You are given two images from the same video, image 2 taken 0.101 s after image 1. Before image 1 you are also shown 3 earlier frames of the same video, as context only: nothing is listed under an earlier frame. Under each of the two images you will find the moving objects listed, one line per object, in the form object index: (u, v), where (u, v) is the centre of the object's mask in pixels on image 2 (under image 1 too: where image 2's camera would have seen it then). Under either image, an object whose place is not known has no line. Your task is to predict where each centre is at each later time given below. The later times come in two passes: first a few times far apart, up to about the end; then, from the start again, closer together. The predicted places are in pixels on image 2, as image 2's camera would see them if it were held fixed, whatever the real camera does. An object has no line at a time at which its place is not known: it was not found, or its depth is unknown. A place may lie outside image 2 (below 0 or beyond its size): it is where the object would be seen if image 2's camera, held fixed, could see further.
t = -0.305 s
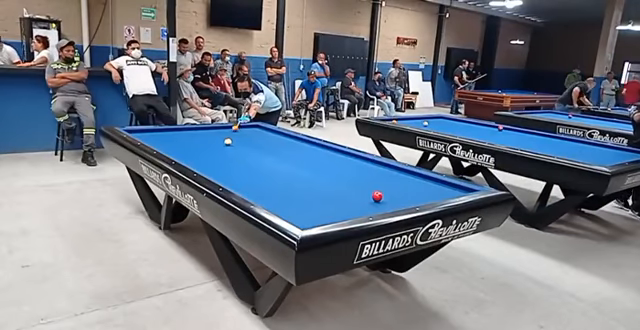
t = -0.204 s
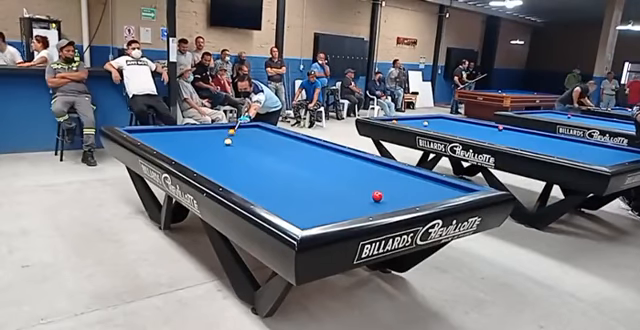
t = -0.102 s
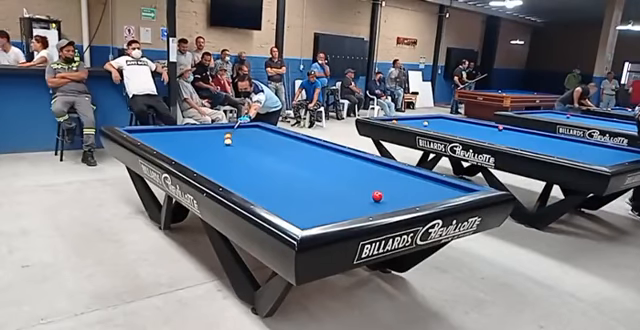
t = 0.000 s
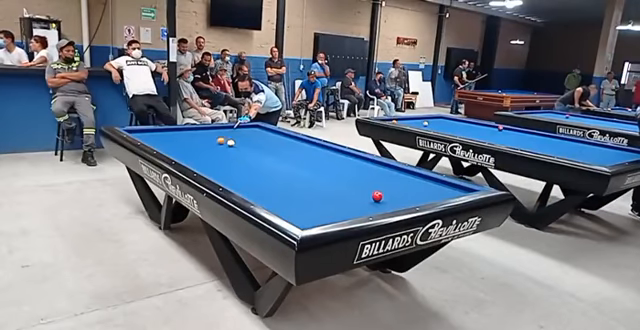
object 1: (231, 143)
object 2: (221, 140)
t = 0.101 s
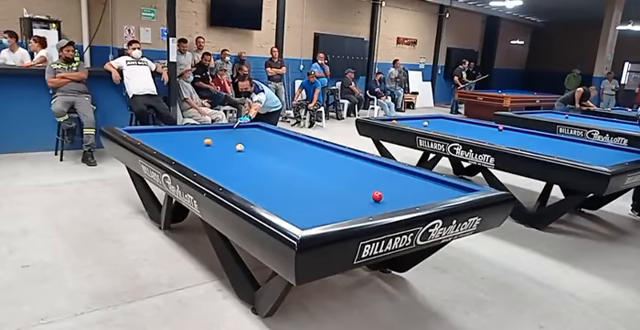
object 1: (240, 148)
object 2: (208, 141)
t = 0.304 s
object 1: (256, 155)
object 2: (182, 145)
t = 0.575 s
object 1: (279, 166)
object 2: (181, 150)
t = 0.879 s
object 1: (309, 181)
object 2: (220, 152)
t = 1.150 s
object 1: (342, 197)
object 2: (252, 155)
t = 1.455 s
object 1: (358, 206)
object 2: (288, 158)
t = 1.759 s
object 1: (325, 195)
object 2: (323, 161)
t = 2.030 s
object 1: (300, 187)
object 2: (354, 164)
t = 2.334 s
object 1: (276, 179)
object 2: (389, 166)
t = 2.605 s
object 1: (256, 173)
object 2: (396, 170)
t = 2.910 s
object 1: (235, 167)
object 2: (399, 175)
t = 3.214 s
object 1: (217, 161)
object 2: (402, 180)
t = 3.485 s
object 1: (203, 156)
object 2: (405, 185)
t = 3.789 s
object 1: (187, 151)
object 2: (407, 191)
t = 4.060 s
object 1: (175, 147)
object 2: (410, 196)
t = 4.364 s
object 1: (162, 143)
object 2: (413, 200)
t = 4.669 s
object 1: (150, 139)
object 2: (401, 201)
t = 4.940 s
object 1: (141, 136)
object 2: (389, 201)
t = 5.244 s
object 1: (132, 132)
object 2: (378, 199)
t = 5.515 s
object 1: (129, 130)
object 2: (368, 198)
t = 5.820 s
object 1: (134, 132)
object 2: (358, 198)
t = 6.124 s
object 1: (139, 133)
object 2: (348, 197)
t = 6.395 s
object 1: (144, 135)
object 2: (340, 196)
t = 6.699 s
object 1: (149, 136)
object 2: (332, 195)
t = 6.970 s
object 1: (153, 137)
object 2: (326, 195)
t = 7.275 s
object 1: (157, 139)
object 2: (320, 194)
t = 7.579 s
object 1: (162, 139)
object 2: (314, 193)
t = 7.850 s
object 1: (165, 141)
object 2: (309, 193)
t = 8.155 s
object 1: (169, 142)
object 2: (305, 192)
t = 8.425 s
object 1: (173, 143)
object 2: (302, 192)
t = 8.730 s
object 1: (176, 145)
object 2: (299, 192)
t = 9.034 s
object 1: (180, 145)
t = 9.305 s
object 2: (296, 192)
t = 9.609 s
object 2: (296, 192)
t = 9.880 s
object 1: (187, 148)
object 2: (296, 192)
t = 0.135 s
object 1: (243, 149)
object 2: (203, 141)
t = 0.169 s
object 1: (245, 150)
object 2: (199, 142)
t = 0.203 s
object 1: (248, 151)
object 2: (195, 143)
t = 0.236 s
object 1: (251, 153)
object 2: (190, 143)
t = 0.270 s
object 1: (254, 154)
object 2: (186, 144)
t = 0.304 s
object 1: (256, 155)
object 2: (182, 145)
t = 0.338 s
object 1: (259, 157)
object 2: (178, 146)
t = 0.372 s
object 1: (262, 158)
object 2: (173, 147)
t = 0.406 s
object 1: (264, 159)
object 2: (169, 147)
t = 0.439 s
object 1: (267, 161)
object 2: (164, 148)
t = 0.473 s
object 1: (270, 162)
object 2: (165, 148)
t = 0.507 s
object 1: (273, 164)
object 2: (171, 149)
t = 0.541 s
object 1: (276, 165)
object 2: (176, 149)
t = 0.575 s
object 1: (279, 166)
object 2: (181, 150)
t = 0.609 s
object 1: (282, 168)
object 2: (186, 150)
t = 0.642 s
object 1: (285, 170)
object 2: (191, 150)
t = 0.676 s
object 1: (289, 171)
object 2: (195, 151)
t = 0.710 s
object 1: (292, 173)
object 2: (199, 151)
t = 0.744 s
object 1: (295, 174)
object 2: (203, 151)
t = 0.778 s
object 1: (299, 176)
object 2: (207, 152)
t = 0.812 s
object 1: (302, 178)
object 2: (211, 152)
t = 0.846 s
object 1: (306, 179)
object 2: (215, 152)
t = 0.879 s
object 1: (309, 181)
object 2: (220, 152)
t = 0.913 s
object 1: (313, 183)
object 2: (223, 153)
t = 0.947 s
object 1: (317, 185)
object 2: (228, 153)
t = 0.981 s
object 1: (321, 186)
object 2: (232, 154)
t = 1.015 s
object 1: (325, 189)
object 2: (236, 154)
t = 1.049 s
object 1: (329, 190)
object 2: (240, 154)
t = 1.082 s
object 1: (334, 192)
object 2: (244, 154)
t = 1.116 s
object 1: (338, 194)
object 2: (248, 155)
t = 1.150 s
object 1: (342, 197)
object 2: (252, 155)
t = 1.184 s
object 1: (346, 199)
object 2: (256, 155)
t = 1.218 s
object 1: (351, 201)
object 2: (260, 156)
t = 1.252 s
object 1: (356, 203)
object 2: (264, 156)
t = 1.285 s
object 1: (361, 206)
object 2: (268, 157)
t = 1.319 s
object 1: (366, 208)
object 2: (272, 157)
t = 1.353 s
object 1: (371, 209)
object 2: (276, 157)
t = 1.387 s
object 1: (369, 208)
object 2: (280, 157)
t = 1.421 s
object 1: (363, 208)
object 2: (284, 158)
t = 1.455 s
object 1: (358, 206)
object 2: (288, 158)
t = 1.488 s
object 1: (353, 204)
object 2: (292, 158)
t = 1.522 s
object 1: (349, 203)
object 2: (296, 159)
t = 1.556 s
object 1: (345, 202)
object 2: (300, 159)
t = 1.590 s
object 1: (341, 201)
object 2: (303, 160)
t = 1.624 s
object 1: (338, 199)
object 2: (307, 160)
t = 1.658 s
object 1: (335, 198)
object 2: (311, 160)
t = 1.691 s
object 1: (331, 198)
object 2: (315, 161)
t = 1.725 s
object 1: (328, 197)
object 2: (319, 161)
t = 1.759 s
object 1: (325, 195)
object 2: (323, 161)
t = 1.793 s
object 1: (322, 194)
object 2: (327, 161)
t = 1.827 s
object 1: (318, 193)
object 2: (331, 162)
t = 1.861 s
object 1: (315, 192)
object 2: (335, 162)
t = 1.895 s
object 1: (312, 191)
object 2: (339, 162)
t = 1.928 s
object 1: (309, 190)
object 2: (343, 163)
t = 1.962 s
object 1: (306, 189)
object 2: (347, 163)
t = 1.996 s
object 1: (303, 188)
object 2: (350, 164)
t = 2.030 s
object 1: (300, 187)
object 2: (354, 164)
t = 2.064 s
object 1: (297, 186)
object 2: (358, 164)
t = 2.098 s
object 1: (295, 185)
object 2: (362, 165)
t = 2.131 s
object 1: (292, 185)
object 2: (366, 165)
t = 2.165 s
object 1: (289, 184)
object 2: (370, 165)
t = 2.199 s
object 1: (287, 183)
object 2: (374, 165)
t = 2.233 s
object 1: (284, 182)
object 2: (378, 166)
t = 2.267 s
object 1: (281, 181)
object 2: (382, 166)
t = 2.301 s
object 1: (278, 180)
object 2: (385, 166)
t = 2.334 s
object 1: (276, 179)
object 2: (389, 166)
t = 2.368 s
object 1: (273, 178)
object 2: (393, 167)
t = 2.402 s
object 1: (270, 178)
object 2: (396, 167)
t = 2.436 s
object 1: (268, 177)
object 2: (396, 168)
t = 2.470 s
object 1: (265, 176)
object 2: (396, 168)
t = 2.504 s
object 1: (263, 175)
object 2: (396, 168)
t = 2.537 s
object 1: (261, 175)
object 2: (396, 169)
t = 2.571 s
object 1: (258, 174)
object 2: (396, 170)
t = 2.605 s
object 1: (256, 173)
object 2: (396, 170)
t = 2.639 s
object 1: (254, 172)
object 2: (397, 171)
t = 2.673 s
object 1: (251, 172)
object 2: (397, 171)
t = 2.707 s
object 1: (249, 171)
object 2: (397, 172)
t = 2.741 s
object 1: (247, 170)
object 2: (398, 173)
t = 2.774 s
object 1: (244, 169)
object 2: (398, 173)
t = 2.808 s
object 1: (242, 169)
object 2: (398, 174)
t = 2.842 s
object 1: (240, 168)
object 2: (399, 174)
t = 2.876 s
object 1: (238, 167)
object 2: (399, 175)
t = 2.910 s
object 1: (235, 167)
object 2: (399, 175)
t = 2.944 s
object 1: (233, 166)
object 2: (400, 176)
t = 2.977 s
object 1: (231, 165)
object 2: (400, 176)
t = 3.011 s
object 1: (229, 165)
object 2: (400, 177)
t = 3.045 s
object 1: (227, 164)
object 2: (401, 177)
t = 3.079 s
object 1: (225, 163)
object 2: (401, 178)
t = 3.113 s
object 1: (223, 163)
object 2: (401, 179)
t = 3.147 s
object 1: (221, 162)
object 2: (401, 179)
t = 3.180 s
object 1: (219, 161)
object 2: (402, 180)
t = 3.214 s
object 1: (217, 161)
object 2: (402, 180)
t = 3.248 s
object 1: (215, 160)
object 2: (402, 181)
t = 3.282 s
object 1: (214, 160)
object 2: (403, 182)
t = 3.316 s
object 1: (212, 159)
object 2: (403, 182)
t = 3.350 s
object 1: (210, 158)
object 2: (403, 183)
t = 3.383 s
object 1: (208, 158)
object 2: (404, 184)
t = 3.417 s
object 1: (206, 157)
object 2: (404, 184)
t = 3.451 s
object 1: (204, 156)
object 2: (404, 185)
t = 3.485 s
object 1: (203, 156)
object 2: (405, 185)
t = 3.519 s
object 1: (201, 155)
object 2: (405, 186)
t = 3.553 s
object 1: (199, 155)
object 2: (405, 187)
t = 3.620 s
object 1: (196, 154)
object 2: (406, 188)
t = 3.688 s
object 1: (192, 152)
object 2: (406, 189)
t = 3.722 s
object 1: (191, 152)
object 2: (407, 190)
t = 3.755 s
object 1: (189, 152)
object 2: (407, 190)
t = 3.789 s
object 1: (187, 151)
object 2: (407, 191)
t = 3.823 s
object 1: (186, 151)
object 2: (408, 192)
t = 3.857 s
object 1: (184, 150)
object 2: (408, 192)
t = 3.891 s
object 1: (183, 150)
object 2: (408, 193)
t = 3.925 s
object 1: (181, 149)
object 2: (409, 193)
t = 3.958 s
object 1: (180, 149)
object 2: (409, 194)
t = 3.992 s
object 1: (178, 148)
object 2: (409, 195)
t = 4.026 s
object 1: (176, 147)
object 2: (410, 196)
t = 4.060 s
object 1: (175, 147)
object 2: (410, 196)
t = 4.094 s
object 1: (173, 147)
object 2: (410, 197)
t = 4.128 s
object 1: (172, 146)
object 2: (410, 198)
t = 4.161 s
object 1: (170, 146)
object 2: (411, 198)
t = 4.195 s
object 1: (169, 145)
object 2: (411, 199)
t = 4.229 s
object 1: (168, 145)
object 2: (411, 199)
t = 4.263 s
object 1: (166, 144)
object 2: (412, 200)
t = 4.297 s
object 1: (165, 144)
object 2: (412, 200)
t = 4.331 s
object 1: (163, 143)
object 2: (412, 200)
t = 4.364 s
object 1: (162, 143)
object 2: (413, 200)
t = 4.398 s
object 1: (161, 142)
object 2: (412, 201)
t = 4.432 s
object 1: (159, 142)
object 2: (411, 201)
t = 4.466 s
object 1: (158, 142)
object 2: (409, 201)
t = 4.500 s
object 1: (157, 141)
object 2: (407, 201)
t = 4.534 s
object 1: (155, 141)
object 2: (406, 201)
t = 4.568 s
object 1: (154, 140)
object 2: (405, 201)
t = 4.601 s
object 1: (153, 140)
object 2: (403, 201)
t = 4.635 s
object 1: (152, 140)
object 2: (402, 201)
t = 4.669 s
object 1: (150, 139)
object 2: (401, 201)
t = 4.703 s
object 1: (149, 139)
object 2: (399, 201)
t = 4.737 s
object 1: (148, 139)
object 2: (398, 201)
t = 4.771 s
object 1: (147, 138)
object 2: (396, 201)
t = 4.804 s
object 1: (146, 138)
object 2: (395, 201)
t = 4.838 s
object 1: (144, 137)
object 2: (394, 201)
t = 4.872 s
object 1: (143, 137)
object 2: (392, 201)
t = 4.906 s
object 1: (142, 137)
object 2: (391, 201)
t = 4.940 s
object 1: (141, 136)
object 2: (389, 201)
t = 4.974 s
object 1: (140, 136)
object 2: (388, 200)
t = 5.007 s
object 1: (138, 135)
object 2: (387, 200)
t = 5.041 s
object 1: (137, 135)
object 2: (386, 200)
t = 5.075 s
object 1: (136, 134)
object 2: (384, 200)
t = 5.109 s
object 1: (135, 134)
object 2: (383, 200)
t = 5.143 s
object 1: (134, 133)
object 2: (382, 200)
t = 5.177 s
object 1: (133, 133)
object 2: (381, 200)
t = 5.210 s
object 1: (132, 133)
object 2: (380, 199)
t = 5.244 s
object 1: (132, 132)
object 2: (378, 199)
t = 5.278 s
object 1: (131, 132)
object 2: (377, 199)
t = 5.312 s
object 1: (131, 131)
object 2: (376, 199)
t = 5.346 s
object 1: (131, 131)
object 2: (375, 199)
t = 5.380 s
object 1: (130, 131)
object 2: (374, 199)
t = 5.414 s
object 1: (130, 131)
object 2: (372, 199)
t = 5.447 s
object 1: (130, 131)
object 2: (370, 199)
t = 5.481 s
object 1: (129, 130)
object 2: (369, 199)
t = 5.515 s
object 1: (129, 130)
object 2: (368, 198)
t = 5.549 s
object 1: (129, 130)
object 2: (367, 199)
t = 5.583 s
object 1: (130, 130)
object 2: (366, 199)
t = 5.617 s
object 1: (130, 130)
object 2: (365, 198)
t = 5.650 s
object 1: (131, 131)
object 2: (363, 198)
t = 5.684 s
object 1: (132, 131)
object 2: (362, 198)
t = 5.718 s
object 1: (132, 131)
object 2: (361, 198)
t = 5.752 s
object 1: (133, 131)
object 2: (360, 198)
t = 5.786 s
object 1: (133, 131)
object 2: (359, 198)
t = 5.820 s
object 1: (134, 132)
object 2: (358, 198)
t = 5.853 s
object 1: (134, 132)
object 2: (357, 197)
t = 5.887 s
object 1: (135, 132)
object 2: (356, 197)
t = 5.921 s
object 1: (136, 132)
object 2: (354, 197)
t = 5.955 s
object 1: (136, 132)
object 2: (353, 197)
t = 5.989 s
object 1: (137, 132)
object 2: (352, 197)
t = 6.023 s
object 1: (138, 133)
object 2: (351, 197)
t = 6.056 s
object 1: (138, 133)
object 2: (350, 197)
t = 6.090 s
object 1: (139, 133)
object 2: (349, 197)
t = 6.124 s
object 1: (139, 133)
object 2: (348, 197)
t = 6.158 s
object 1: (140, 133)
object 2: (347, 197)
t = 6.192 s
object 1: (140, 133)
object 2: (346, 197)
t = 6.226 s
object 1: (141, 134)
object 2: (345, 197)
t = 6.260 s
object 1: (141, 134)
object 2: (344, 197)
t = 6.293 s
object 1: (142, 134)
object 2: (343, 196)
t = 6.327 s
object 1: (143, 134)
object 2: (342, 196)
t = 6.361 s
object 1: (143, 135)
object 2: (341, 196)
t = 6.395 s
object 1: (144, 135)
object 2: (340, 196)
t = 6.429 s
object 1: (144, 135)
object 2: (340, 196)
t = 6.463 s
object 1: (145, 135)
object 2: (338, 196)
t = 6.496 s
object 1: (145, 135)
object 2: (337, 196)
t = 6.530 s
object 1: (146, 135)
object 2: (337, 196)
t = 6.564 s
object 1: (147, 135)
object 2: (336, 196)
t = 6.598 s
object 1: (147, 136)
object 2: (335, 196)
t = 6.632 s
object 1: (148, 136)
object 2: (334, 196)
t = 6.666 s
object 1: (148, 136)
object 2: (333, 195)
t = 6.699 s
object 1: (149, 136)
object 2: (332, 195)
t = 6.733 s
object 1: (149, 136)
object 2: (331, 195)
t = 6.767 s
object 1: (150, 137)
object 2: (331, 195)
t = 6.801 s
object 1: (150, 136)
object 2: (330, 195)
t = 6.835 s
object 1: (151, 137)
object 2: (329, 195)
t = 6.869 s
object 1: (151, 137)
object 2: (329, 195)
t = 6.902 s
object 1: (152, 137)
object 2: (328, 195)
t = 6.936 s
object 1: (152, 137)
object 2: (327, 195)
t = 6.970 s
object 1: (153, 137)
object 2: (326, 195)
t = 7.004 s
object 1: (153, 137)
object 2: (325, 194)
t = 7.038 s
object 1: (154, 137)
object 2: (325, 194)
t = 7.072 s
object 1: (154, 137)
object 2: (324, 194)
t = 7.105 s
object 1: (155, 138)
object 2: (323, 194)
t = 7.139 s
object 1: (155, 138)
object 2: (322, 194)
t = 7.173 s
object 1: (156, 138)
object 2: (322, 194)
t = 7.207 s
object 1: (156, 139)
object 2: (321, 194)
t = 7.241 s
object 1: (157, 138)
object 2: (320, 194)
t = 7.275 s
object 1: (157, 139)
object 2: (320, 194)
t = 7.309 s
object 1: (158, 139)
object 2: (319, 194)
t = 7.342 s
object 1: (159, 139)
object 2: (318, 194)
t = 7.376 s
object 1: (159, 139)
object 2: (317, 194)
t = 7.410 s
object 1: (159, 139)
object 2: (317, 194)
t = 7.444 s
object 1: (160, 139)
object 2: (316, 194)
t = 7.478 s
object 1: (161, 139)
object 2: (315, 194)
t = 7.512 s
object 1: (161, 140)
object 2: (315, 193)
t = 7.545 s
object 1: (162, 139)
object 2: (314, 193)
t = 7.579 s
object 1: (162, 139)
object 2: (314, 193)
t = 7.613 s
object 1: (162, 140)
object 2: (313, 194)
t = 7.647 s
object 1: (163, 140)
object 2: (312, 193)
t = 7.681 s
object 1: (164, 140)
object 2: (312, 193)
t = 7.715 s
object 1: (164, 140)
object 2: (311, 193)
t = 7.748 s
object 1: (164, 141)
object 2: (311, 193)
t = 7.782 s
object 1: (165, 141)
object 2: (310, 193)
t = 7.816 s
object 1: (165, 141)
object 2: (310, 193)
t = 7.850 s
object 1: (165, 141)
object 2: (309, 193)
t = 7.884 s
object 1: (166, 141)
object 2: (309, 193)
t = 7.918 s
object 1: (166, 141)
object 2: (308, 193)
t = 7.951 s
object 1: (167, 141)
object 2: (308, 193)
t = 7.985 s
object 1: (167, 142)
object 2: (307, 193)
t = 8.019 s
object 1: (168, 142)
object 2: (307, 193)
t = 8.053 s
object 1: (168, 142)
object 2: (306, 193)
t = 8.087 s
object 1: (168, 142)
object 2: (306, 193)
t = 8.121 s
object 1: (169, 142)
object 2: (305, 192)
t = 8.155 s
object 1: (169, 142)
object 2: (305, 192)
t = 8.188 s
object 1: (170, 142)
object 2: (304, 193)
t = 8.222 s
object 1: (170, 143)
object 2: (304, 192)
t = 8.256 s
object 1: (170, 143)
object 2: (304, 192)
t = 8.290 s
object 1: (171, 143)
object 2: (303, 192)
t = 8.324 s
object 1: (172, 143)
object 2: (303, 192)
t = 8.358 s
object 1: (172, 143)
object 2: (302, 192)
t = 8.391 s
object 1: (173, 143)
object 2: (302, 192)
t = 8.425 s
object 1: (173, 143)
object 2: (302, 192)
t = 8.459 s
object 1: (173, 144)
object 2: (302, 192)
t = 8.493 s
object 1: (174, 144)
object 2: (301, 192)
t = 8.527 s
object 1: (174, 144)
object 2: (301, 192)
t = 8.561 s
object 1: (174, 144)
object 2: (301, 192)
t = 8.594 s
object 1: (175, 144)
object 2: (300, 192)
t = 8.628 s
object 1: (175, 144)
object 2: (300, 192)
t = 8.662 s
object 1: (176, 144)
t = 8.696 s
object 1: (176, 144)
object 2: (299, 192)
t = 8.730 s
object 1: (176, 145)
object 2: (299, 192)
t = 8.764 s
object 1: (177, 145)
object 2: (298, 192)
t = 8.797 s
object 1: (177, 145)
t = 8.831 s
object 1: (178, 145)
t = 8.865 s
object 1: (178, 145)
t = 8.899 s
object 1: (178, 145)
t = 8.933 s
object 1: (179, 145)
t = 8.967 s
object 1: (179, 145)
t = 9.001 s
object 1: (180, 145)
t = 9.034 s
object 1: (180, 145)
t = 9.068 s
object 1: (180, 145)
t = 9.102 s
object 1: (180, 146)
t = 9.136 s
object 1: (180, 146)
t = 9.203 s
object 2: (297, 192)
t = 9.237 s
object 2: (297, 192)
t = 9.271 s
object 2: (296, 192)
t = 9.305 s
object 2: (296, 192)
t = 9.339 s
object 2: (296, 192)
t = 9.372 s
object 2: (296, 192)
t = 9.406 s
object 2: (296, 192)
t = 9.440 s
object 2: (296, 192)
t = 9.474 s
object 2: (296, 192)
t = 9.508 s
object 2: (296, 192)
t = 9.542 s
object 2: (296, 192)
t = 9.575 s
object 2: (296, 192)
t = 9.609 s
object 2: (296, 192)
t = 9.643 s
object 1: (185, 147)
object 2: (295, 192)
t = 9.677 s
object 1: (185, 147)
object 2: (295, 192)
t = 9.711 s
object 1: (185, 147)
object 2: (296, 192)
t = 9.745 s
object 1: (186, 148)
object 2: (295, 192)
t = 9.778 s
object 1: (186, 148)
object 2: (296, 192)
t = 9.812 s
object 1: (186, 148)
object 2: (295, 192)
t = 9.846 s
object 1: (186, 148)
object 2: (296, 192)
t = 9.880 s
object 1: (187, 148)
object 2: (296, 192)
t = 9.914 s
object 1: (187, 148)
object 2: (295, 192)
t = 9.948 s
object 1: (187, 148)
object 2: (295, 192)
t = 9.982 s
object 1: (188, 148)
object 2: (295, 192)
